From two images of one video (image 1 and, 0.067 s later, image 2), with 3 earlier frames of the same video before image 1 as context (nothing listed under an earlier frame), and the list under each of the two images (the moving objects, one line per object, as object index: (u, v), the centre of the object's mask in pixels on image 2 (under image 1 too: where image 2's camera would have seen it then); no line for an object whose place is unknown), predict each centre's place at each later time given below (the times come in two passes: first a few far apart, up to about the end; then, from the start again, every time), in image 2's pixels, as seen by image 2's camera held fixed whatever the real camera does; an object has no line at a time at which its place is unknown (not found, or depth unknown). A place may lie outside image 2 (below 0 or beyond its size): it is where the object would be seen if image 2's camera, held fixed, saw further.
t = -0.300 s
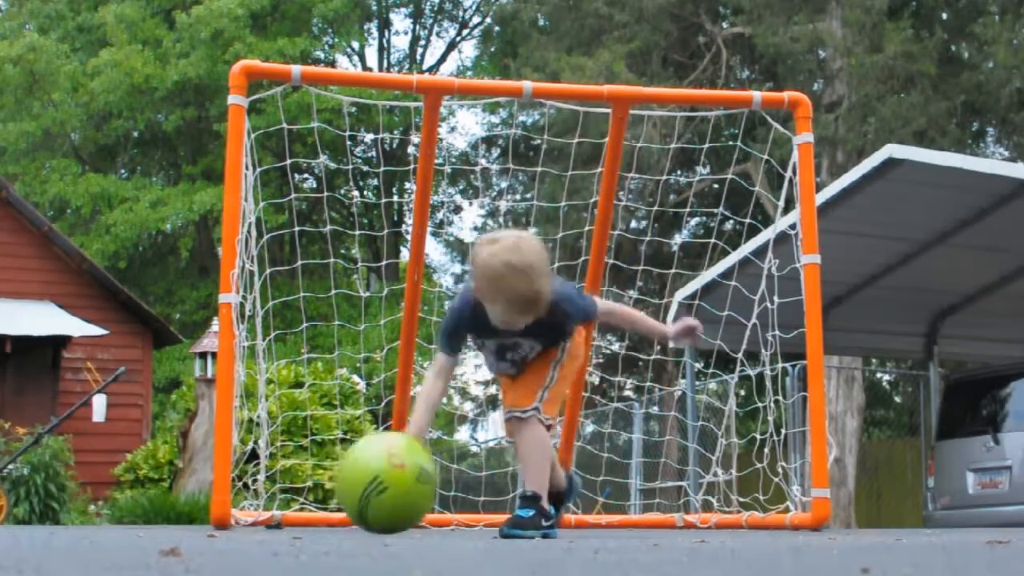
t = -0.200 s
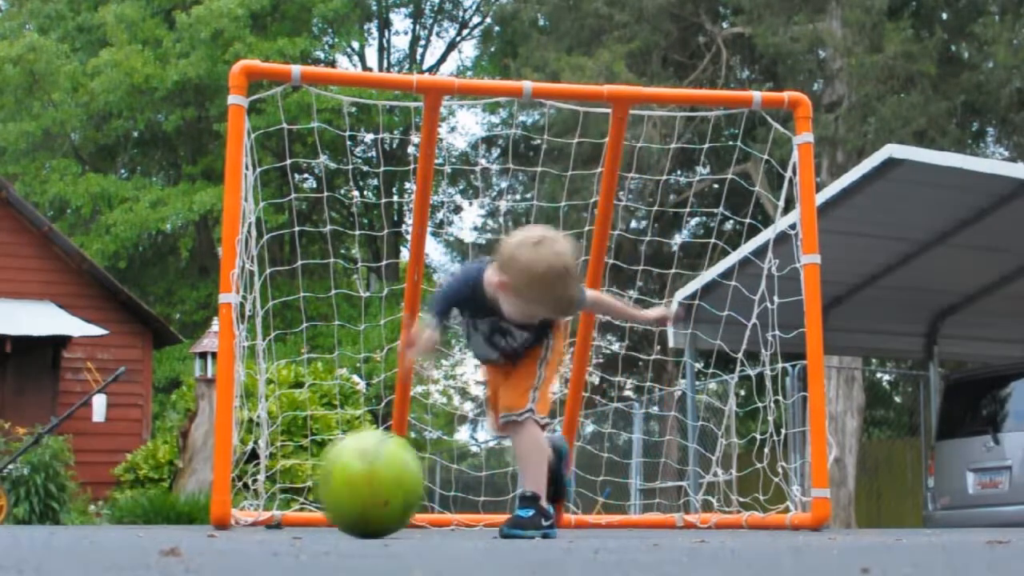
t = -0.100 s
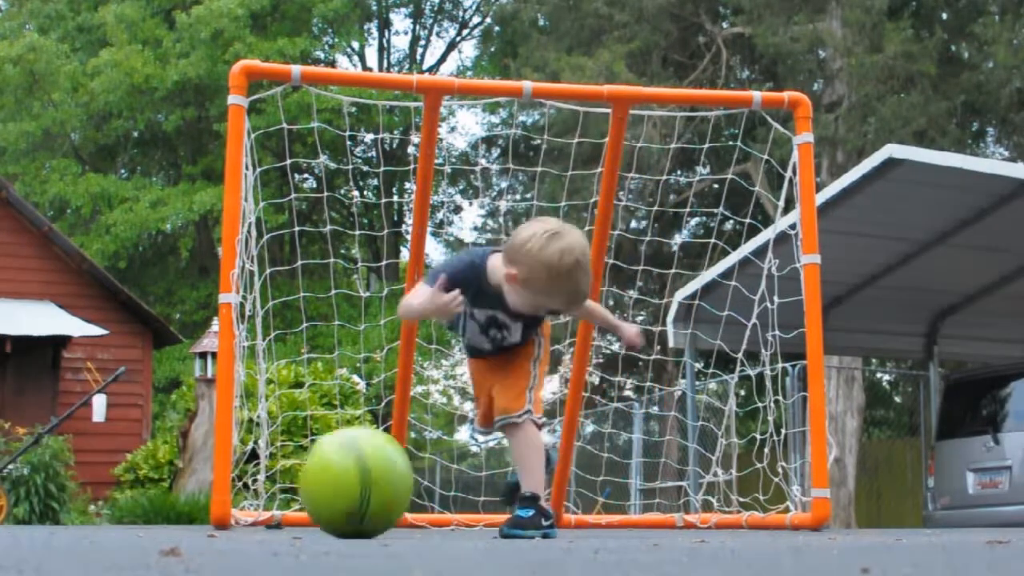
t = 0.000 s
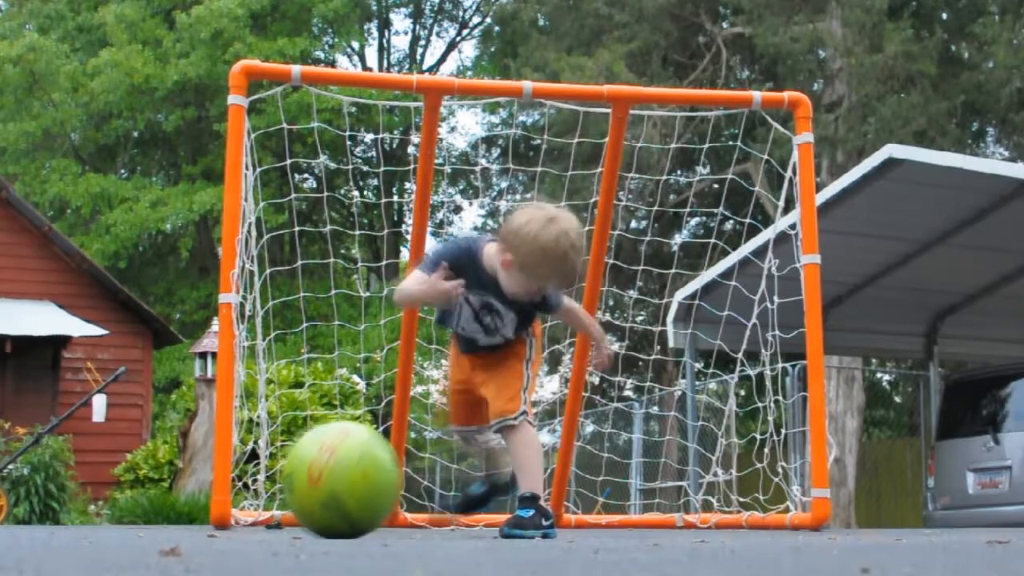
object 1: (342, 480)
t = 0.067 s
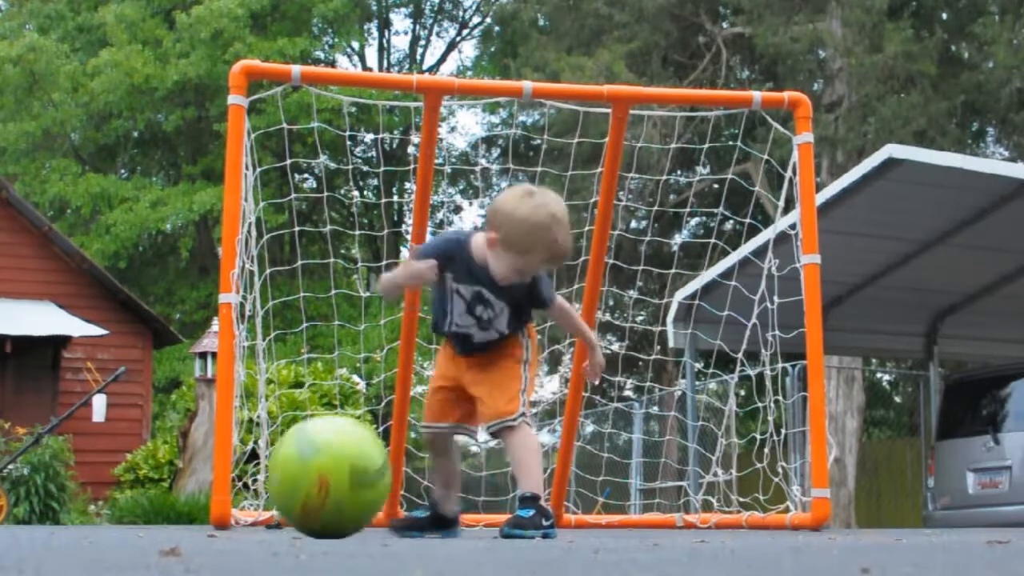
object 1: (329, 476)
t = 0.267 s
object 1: (292, 470)
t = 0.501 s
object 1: (245, 464)
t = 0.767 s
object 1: (176, 455)
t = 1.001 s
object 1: (116, 444)
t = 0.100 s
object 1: (322, 476)
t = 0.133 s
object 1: (318, 475)
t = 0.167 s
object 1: (313, 475)
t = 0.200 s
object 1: (307, 473)
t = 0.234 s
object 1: (299, 472)
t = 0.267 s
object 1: (292, 470)
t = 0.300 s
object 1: (285, 469)
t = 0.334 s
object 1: (281, 468)
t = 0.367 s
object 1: (273, 467)
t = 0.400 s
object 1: (265, 465)
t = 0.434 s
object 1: (256, 464)
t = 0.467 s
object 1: (250, 464)
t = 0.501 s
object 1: (245, 464)
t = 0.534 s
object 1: (237, 461)
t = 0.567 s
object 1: (227, 460)
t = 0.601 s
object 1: (218, 459)
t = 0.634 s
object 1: (210, 458)
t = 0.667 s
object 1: (204, 458)
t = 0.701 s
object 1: (197, 457)
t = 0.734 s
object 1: (186, 457)
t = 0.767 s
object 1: (176, 455)
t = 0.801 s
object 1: (169, 452)
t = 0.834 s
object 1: (162, 452)
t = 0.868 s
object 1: (153, 452)
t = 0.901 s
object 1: (143, 449)
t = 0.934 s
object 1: (131, 448)
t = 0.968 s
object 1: (123, 445)
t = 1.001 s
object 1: (116, 444)
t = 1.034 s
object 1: (108, 444)
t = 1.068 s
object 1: (99, 443)
